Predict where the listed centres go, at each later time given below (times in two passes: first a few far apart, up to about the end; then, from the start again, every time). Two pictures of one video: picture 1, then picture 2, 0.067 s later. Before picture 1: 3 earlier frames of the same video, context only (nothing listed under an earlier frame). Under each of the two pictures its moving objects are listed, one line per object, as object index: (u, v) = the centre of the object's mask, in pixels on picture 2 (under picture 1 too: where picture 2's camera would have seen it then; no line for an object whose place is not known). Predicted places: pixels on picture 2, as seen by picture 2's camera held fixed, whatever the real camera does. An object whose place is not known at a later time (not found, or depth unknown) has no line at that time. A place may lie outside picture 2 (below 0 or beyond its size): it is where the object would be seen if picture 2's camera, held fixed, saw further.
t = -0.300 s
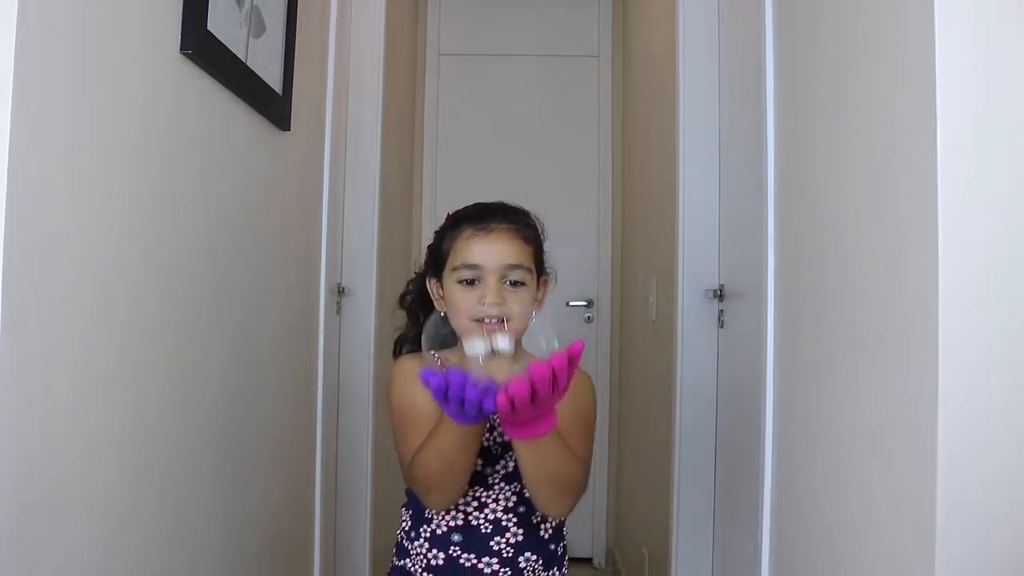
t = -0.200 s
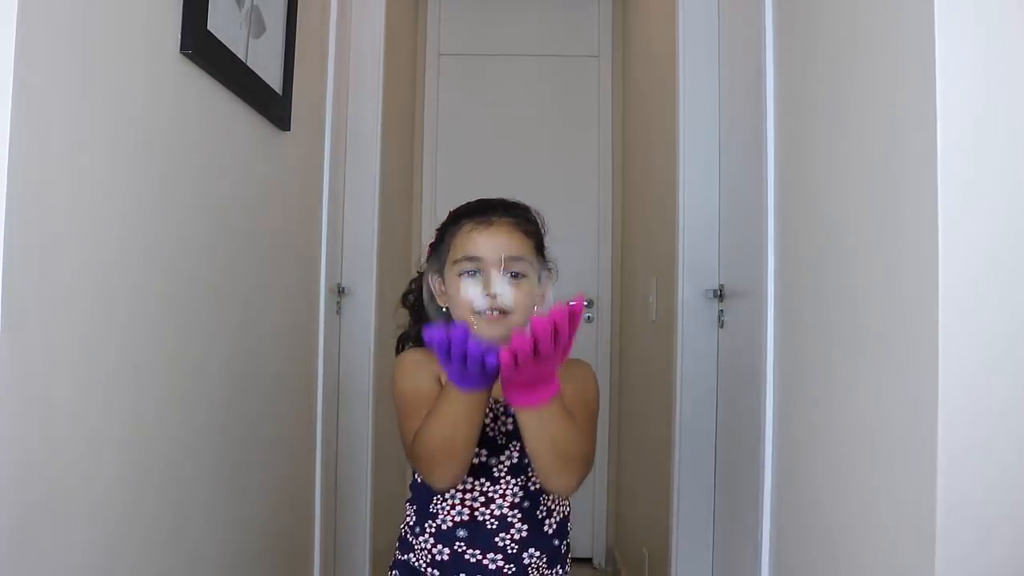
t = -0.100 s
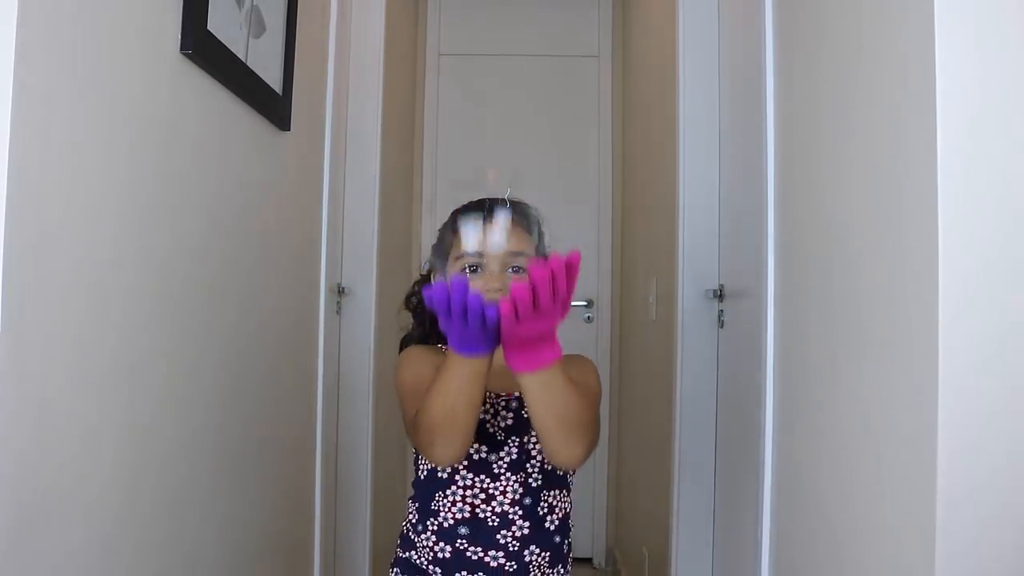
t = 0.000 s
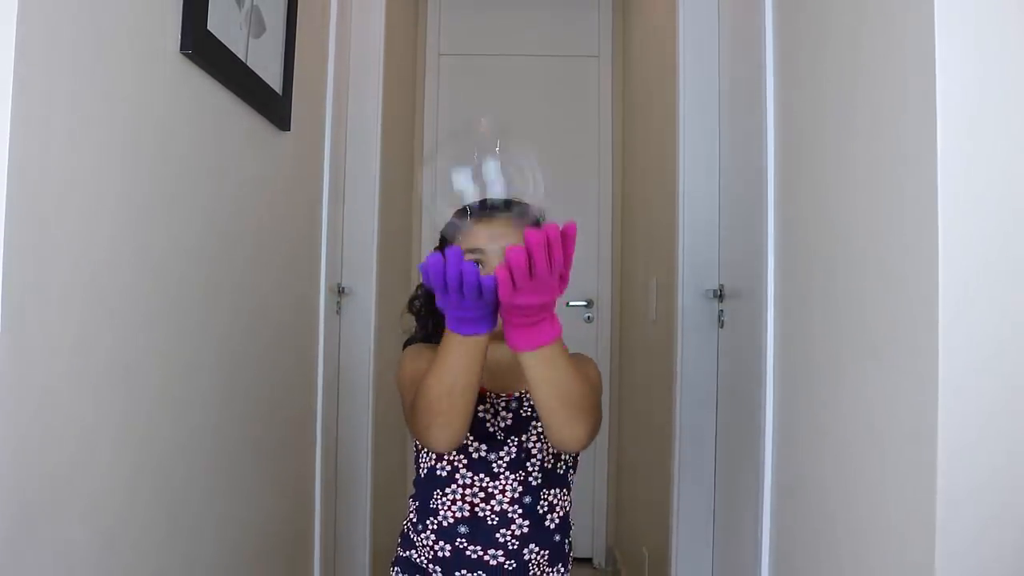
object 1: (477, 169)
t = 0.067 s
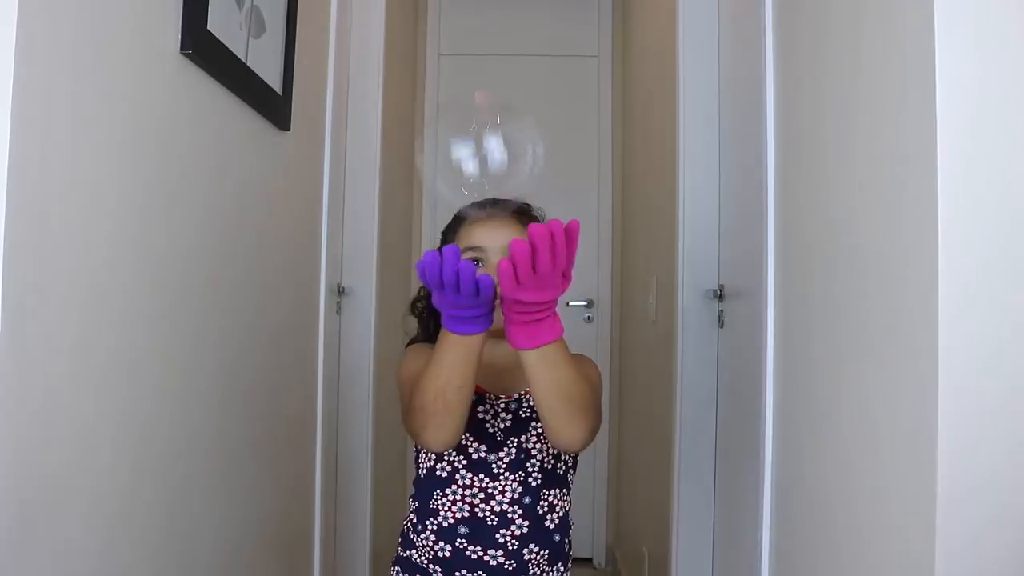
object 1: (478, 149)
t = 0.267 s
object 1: (477, 92)
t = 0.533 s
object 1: (475, 53)
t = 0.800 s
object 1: (474, 51)
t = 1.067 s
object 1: (470, 79)
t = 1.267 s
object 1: (464, 128)
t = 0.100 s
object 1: (478, 139)
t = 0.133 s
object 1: (478, 128)
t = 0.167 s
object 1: (478, 120)
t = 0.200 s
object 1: (477, 110)
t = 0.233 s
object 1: (476, 100)
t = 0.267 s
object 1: (477, 92)
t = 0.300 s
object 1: (477, 84)
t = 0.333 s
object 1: (476, 77)
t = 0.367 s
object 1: (475, 68)
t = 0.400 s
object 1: (475, 64)
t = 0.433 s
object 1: (475, 60)
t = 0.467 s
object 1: (475, 57)
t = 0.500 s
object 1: (475, 54)
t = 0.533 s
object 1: (475, 53)
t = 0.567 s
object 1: (476, 52)
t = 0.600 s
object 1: (475, 51)
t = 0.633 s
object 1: (475, 51)
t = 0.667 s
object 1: (475, 51)
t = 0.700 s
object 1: (475, 50)
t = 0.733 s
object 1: (474, 50)
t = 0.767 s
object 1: (474, 50)
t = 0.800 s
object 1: (474, 51)
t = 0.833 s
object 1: (473, 53)
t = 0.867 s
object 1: (473, 55)
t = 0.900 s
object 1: (472, 57)
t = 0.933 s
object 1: (472, 60)
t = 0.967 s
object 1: (471, 63)
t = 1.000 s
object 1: (470, 66)
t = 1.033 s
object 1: (470, 73)
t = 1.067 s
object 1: (470, 79)
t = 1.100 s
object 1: (469, 87)
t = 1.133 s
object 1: (468, 94)
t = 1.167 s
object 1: (468, 104)
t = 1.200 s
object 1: (467, 113)
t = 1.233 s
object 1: (466, 119)
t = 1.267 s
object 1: (464, 128)
